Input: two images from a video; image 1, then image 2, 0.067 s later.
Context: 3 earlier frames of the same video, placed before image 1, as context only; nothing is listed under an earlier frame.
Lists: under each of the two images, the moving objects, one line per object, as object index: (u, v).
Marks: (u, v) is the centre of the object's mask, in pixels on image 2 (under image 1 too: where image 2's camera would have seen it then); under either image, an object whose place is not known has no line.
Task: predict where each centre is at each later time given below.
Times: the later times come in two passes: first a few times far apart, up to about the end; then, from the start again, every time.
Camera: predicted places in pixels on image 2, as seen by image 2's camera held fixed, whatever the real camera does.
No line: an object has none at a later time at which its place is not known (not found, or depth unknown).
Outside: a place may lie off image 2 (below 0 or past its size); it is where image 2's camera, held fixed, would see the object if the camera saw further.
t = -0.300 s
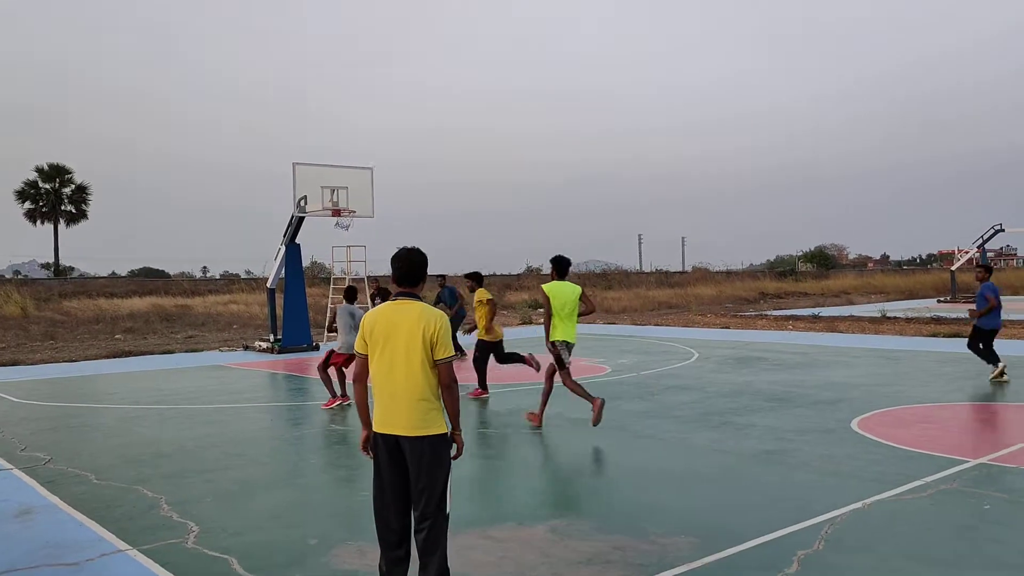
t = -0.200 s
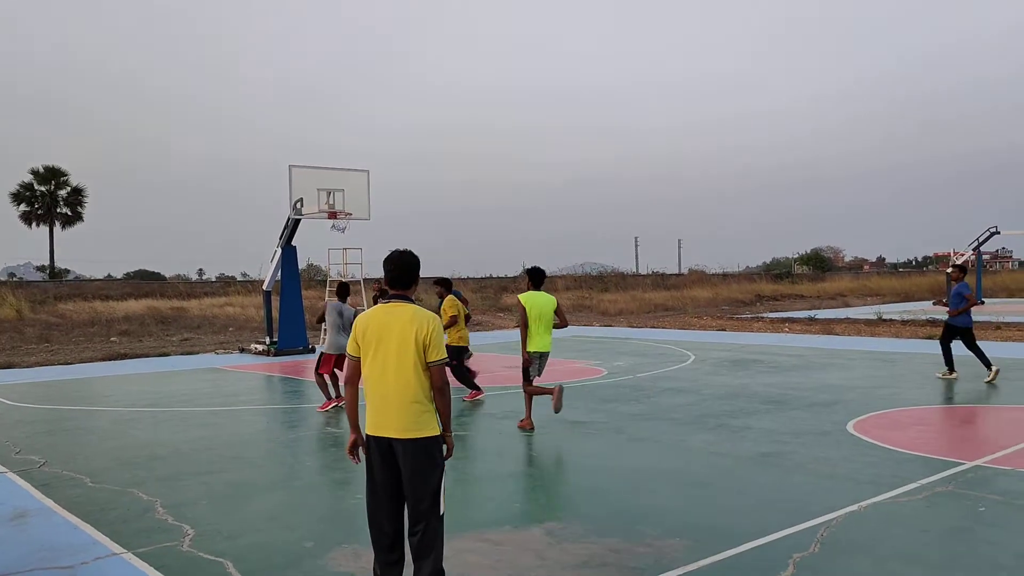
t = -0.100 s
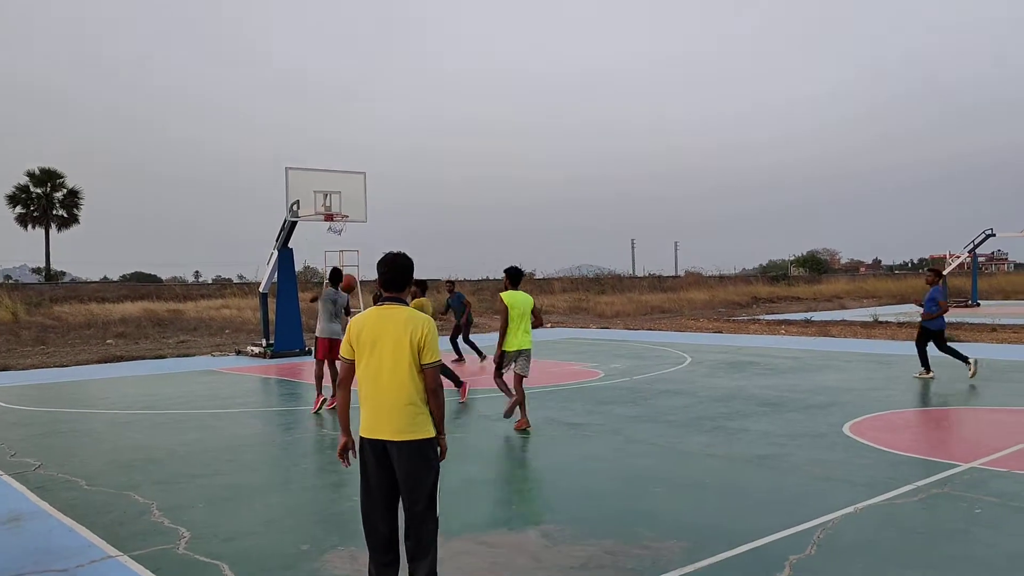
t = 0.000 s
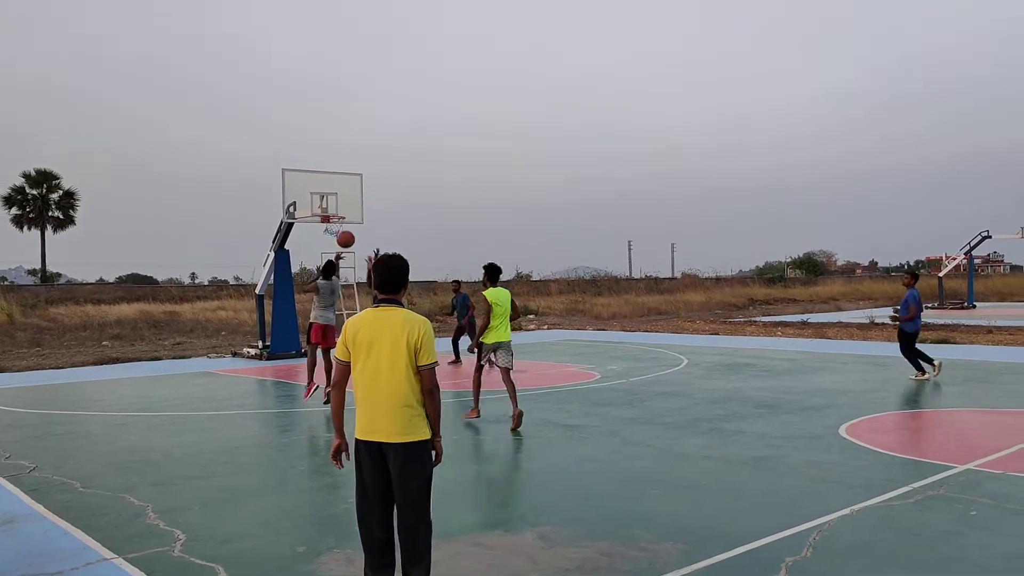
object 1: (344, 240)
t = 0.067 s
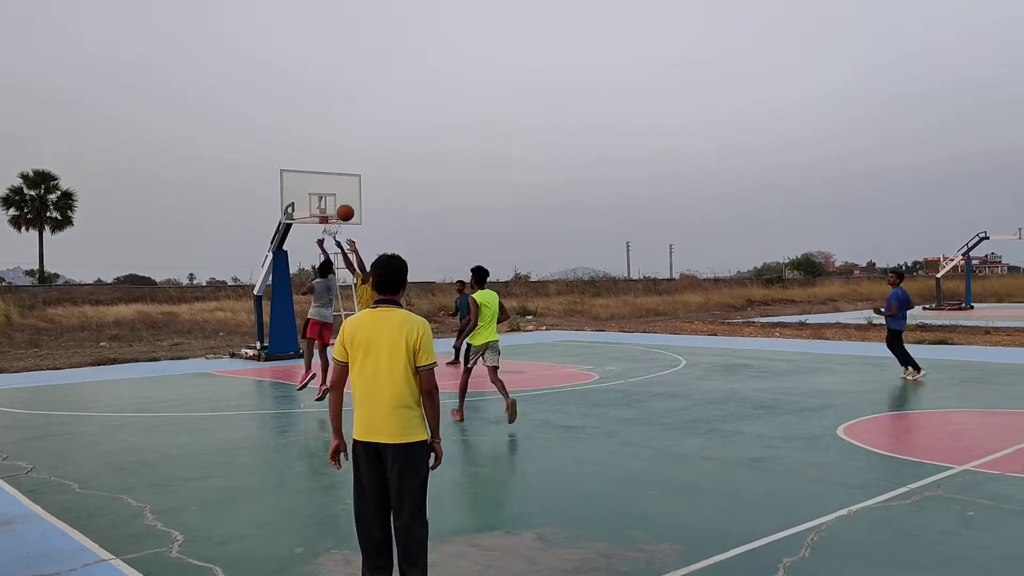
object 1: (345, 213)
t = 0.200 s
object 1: (347, 171)
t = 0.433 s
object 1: (350, 134)
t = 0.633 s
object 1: (353, 131)
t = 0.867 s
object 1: (357, 154)
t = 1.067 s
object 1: (361, 192)
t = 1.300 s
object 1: (363, 253)
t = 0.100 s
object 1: (346, 201)
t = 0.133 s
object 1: (346, 190)
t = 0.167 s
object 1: (347, 180)
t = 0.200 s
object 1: (347, 171)
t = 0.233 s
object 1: (348, 163)
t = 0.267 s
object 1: (348, 157)
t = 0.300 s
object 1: (348, 151)
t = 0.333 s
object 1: (348, 145)
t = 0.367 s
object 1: (349, 141)
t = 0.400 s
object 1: (349, 137)
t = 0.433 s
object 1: (350, 134)
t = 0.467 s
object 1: (350, 132)
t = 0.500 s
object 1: (351, 130)
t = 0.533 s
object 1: (351, 129)
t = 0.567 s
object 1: (352, 129)
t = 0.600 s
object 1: (353, 130)
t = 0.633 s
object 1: (353, 131)
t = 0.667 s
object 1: (354, 132)
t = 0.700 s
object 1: (355, 135)
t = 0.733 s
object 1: (355, 138)
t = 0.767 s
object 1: (355, 141)
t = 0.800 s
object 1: (356, 144)
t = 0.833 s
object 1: (356, 149)
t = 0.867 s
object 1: (357, 154)
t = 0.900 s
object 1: (358, 159)
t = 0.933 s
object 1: (358, 165)
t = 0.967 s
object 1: (359, 171)
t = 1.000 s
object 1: (359, 177)
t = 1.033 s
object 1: (360, 185)
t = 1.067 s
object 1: (361, 192)
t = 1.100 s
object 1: (361, 200)
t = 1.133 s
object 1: (361, 208)
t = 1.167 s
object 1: (361, 216)
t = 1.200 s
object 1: (362, 225)
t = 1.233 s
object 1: (362, 234)
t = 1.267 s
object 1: (362, 244)
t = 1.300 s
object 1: (363, 253)
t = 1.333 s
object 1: (363, 263)
